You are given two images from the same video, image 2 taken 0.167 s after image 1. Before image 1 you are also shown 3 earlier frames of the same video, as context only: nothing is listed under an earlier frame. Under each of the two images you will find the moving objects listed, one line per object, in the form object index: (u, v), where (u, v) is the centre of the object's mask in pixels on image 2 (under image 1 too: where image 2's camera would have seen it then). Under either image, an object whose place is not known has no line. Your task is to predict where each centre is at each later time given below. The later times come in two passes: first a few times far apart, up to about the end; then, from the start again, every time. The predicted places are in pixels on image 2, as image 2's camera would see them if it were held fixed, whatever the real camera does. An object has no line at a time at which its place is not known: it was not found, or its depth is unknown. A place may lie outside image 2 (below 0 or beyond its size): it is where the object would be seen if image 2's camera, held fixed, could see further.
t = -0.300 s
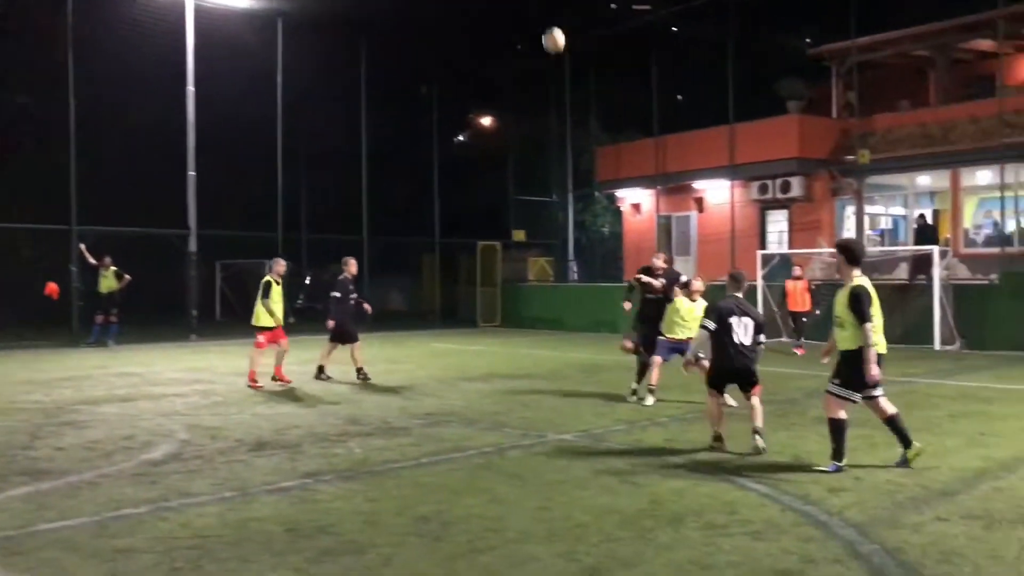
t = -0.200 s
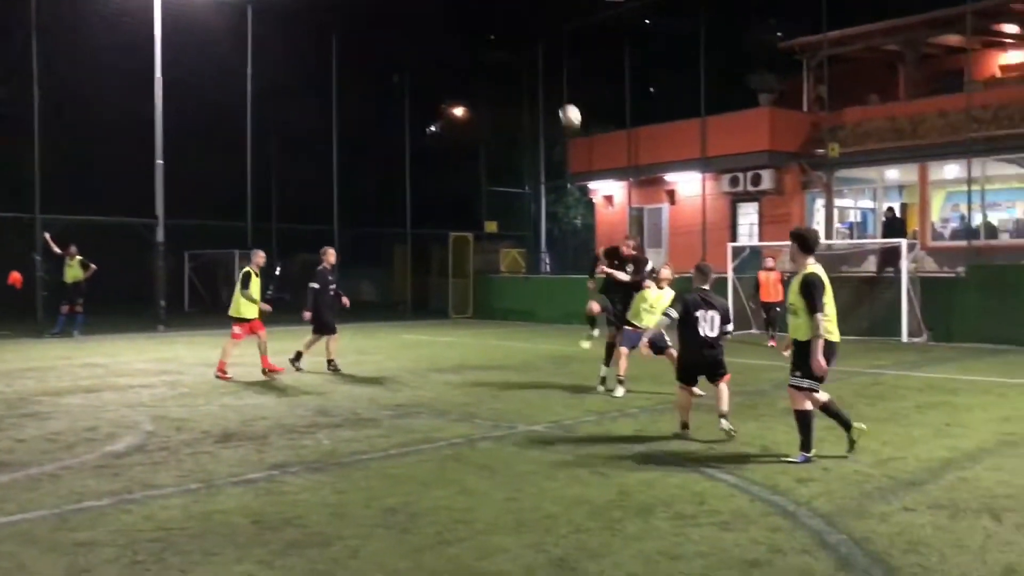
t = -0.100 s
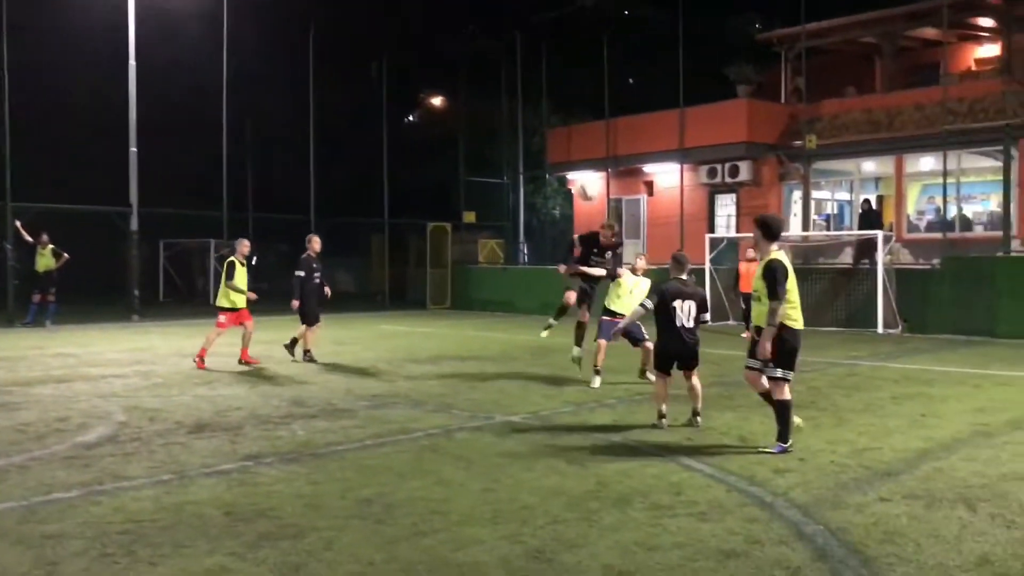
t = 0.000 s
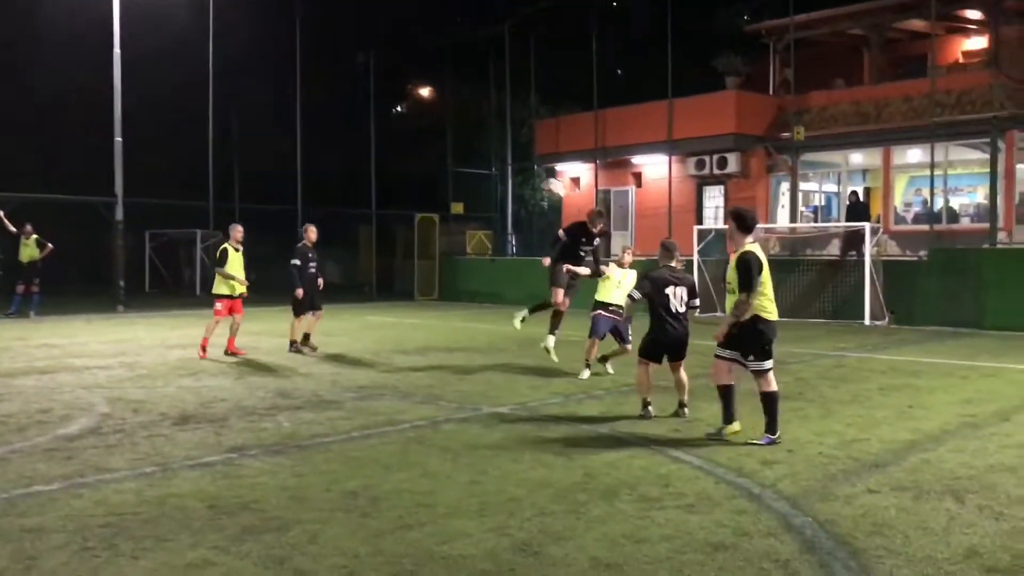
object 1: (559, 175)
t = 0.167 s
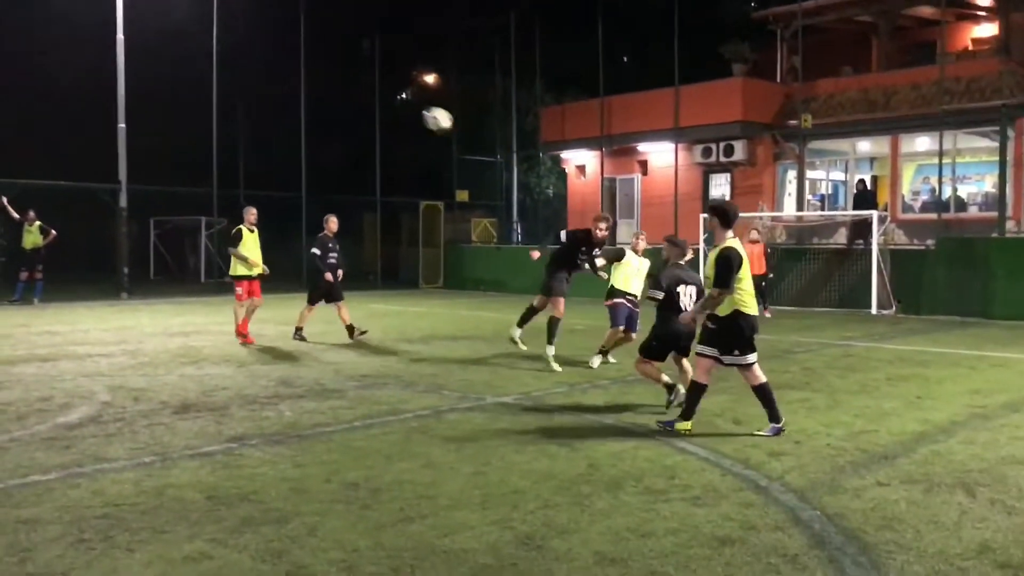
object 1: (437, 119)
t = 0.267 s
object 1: (345, 92)
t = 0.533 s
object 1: (-13, 77)
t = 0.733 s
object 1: (-505, 179)
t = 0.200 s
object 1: (408, 109)
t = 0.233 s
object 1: (378, 101)
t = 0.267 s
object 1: (345, 92)
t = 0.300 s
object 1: (311, 86)
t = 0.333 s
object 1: (274, 79)
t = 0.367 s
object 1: (235, 75)
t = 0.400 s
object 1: (193, 72)
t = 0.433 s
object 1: (148, 70)
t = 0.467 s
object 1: (98, 70)
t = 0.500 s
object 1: (45, 73)
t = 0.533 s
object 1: (-13, 77)
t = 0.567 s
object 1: (-76, 85)
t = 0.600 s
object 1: (-146, 94)
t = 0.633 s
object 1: (-222, 109)
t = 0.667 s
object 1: (-307, 128)
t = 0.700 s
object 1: (-400, 151)
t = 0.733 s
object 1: (-505, 179)
